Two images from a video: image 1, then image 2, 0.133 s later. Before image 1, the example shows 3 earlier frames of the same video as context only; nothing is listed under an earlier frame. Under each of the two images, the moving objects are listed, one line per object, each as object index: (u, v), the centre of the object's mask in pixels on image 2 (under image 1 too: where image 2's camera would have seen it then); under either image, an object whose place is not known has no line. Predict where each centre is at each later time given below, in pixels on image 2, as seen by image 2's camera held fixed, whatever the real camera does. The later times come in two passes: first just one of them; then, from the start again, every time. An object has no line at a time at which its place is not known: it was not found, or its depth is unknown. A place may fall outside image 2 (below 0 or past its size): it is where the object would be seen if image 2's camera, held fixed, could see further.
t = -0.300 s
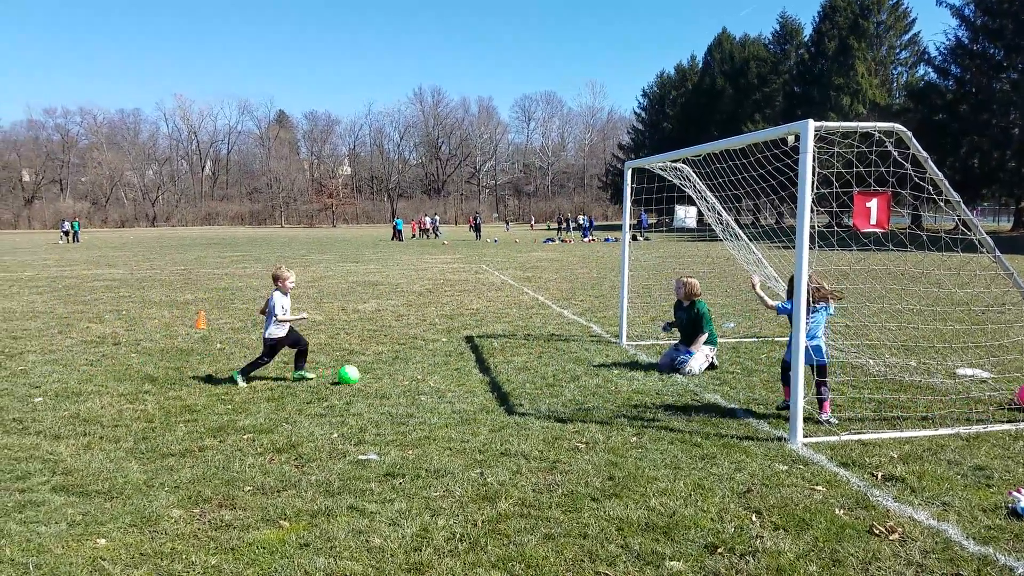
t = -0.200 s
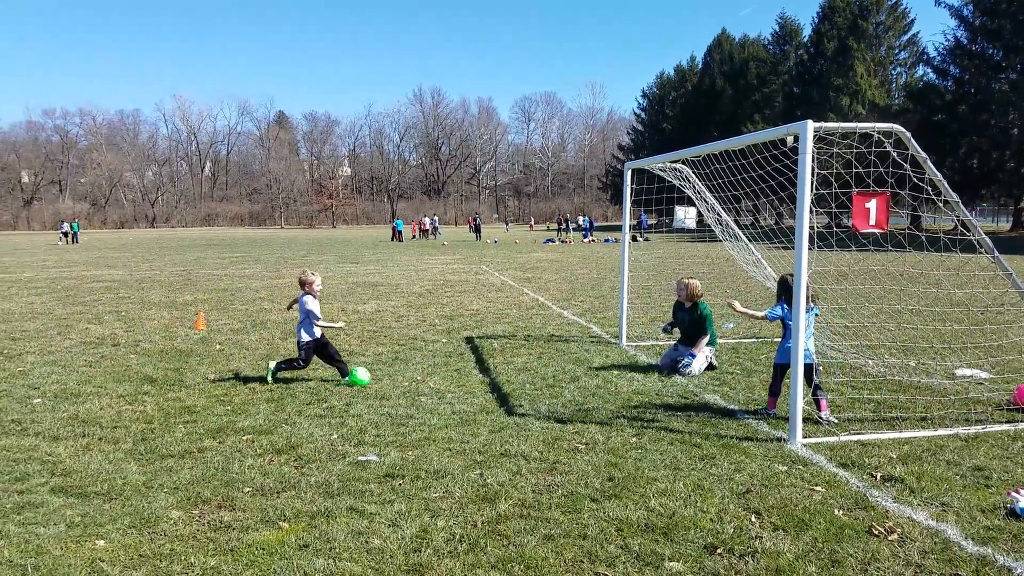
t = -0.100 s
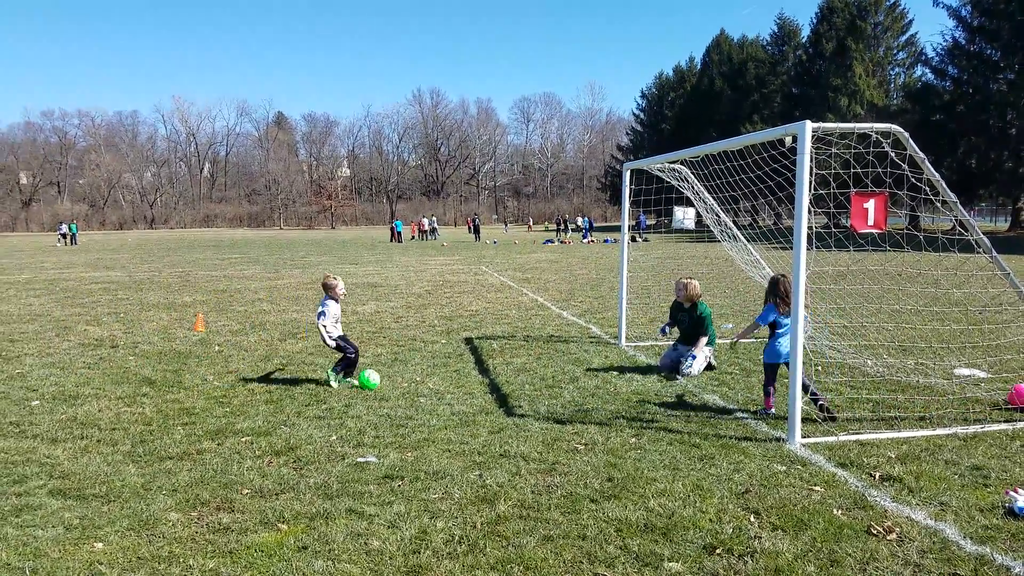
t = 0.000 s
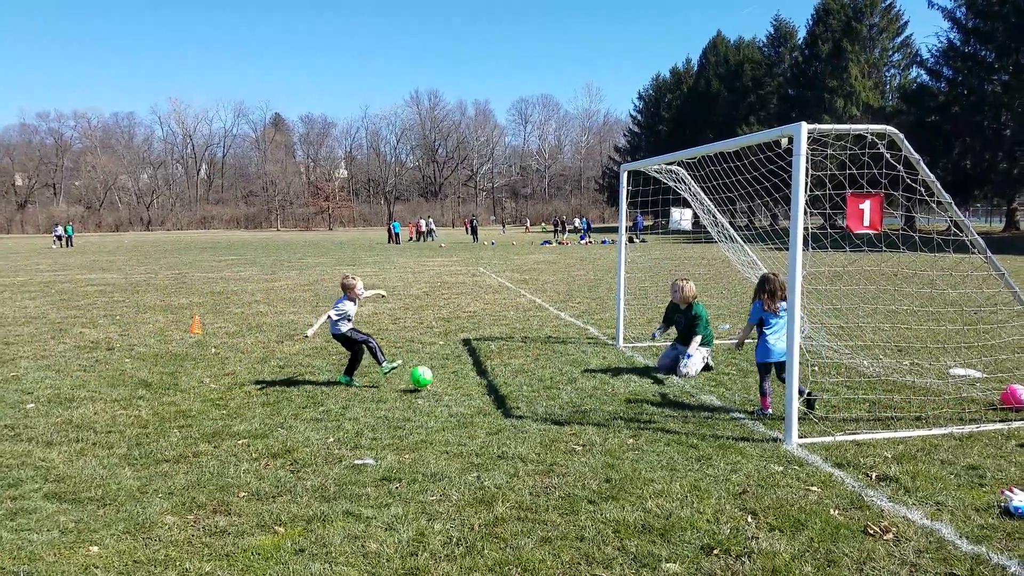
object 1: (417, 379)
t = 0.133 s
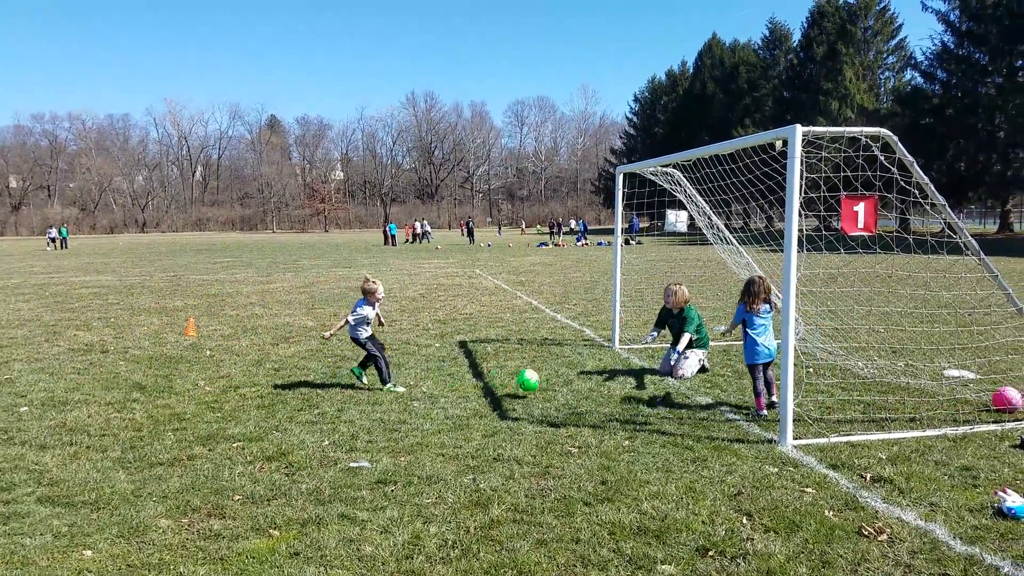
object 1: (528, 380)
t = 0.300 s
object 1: (662, 394)
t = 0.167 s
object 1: (557, 384)
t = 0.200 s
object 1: (586, 389)
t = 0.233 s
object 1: (615, 393)
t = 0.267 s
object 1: (638, 393)
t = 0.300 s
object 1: (662, 394)
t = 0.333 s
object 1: (686, 396)
